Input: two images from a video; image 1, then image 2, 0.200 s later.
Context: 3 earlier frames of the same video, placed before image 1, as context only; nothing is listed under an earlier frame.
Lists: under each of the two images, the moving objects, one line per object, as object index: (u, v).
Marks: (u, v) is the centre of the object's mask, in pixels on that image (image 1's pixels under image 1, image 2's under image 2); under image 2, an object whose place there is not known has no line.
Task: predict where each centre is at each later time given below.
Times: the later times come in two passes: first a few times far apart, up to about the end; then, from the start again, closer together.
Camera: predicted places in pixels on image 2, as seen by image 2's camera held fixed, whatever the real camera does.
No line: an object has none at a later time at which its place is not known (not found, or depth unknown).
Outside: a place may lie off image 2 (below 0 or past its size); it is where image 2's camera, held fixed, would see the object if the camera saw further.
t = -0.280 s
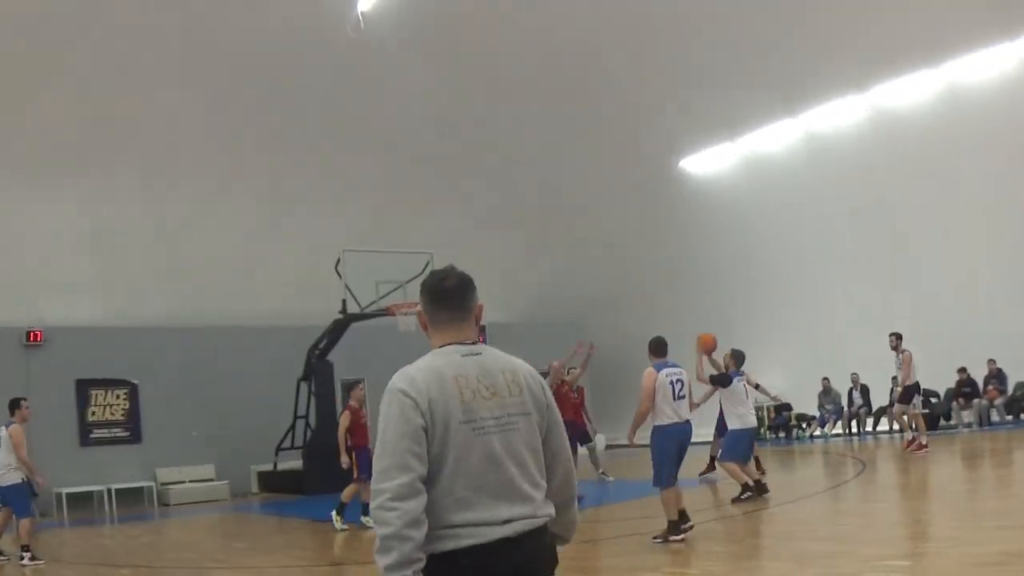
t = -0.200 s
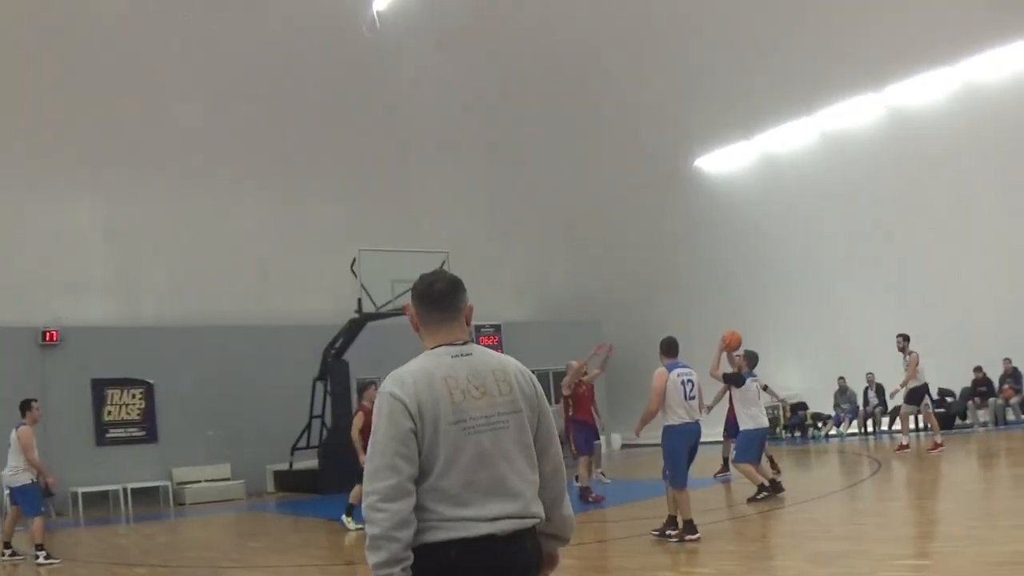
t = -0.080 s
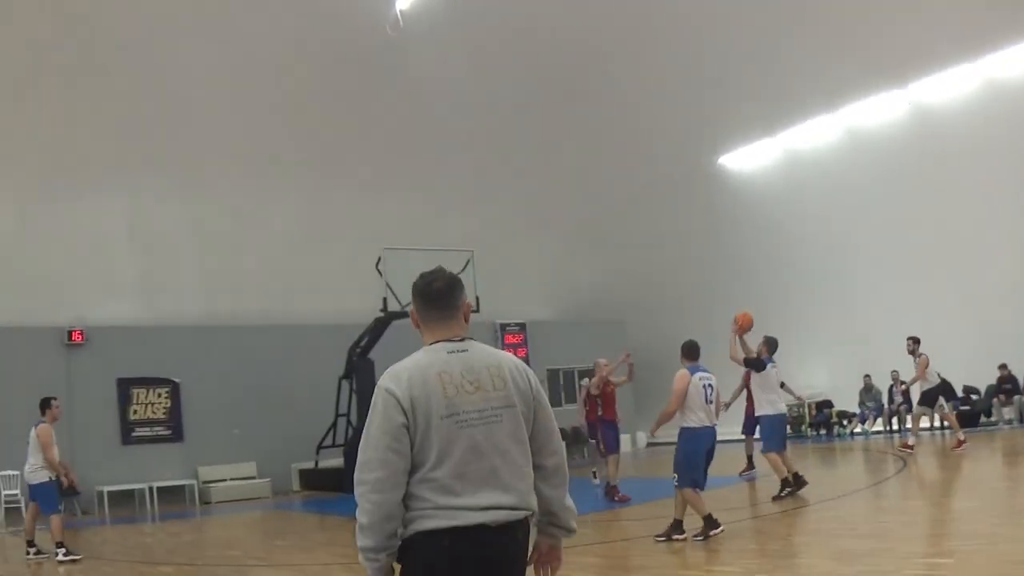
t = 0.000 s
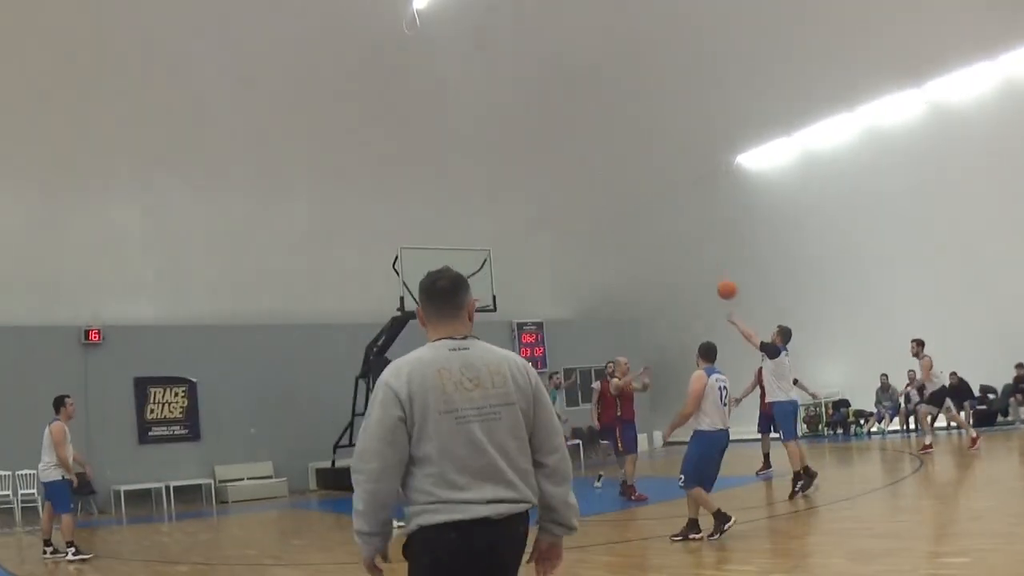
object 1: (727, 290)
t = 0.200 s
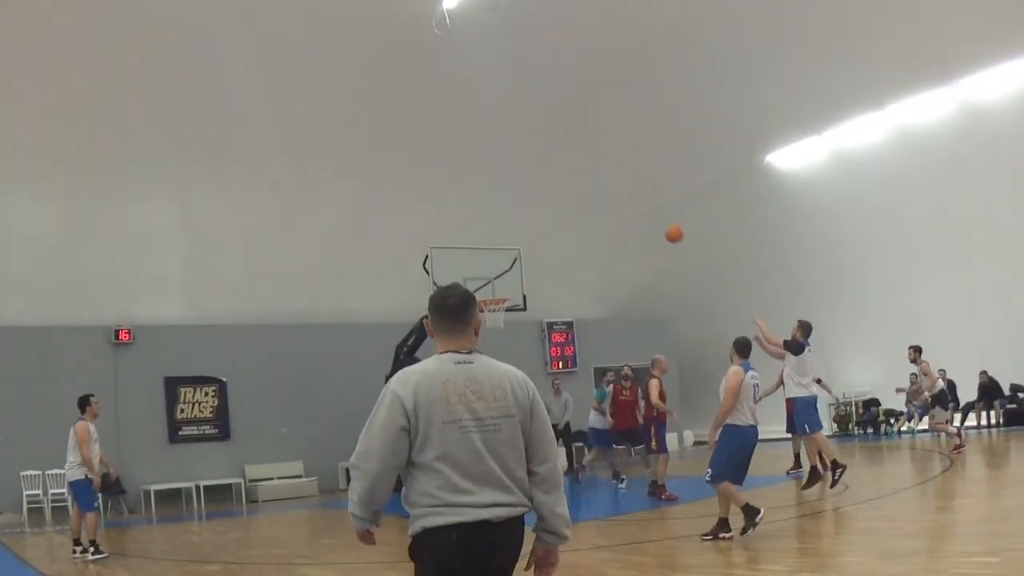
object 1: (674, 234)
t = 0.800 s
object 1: (506, 251)
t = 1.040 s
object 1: (479, 285)
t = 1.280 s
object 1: (478, 257)
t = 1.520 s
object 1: (481, 266)
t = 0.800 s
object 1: (506, 251)
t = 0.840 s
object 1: (498, 260)
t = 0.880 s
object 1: (490, 269)
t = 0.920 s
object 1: (481, 279)
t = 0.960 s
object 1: (475, 290)
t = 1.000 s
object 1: (479, 293)
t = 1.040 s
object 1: (479, 285)
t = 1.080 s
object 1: (478, 278)
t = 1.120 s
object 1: (478, 272)
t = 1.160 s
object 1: (478, 267)
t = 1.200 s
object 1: (477, 263)
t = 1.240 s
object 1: (477, 259)
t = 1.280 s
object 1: (478, 257)
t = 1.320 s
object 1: (477, 256)
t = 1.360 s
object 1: (477, 256)
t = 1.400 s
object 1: (478, 256)
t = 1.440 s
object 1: (478, 258)
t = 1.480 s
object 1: (480, 262)
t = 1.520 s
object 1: (481, 266)
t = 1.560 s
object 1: (481, 271)
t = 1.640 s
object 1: (482, 286)
